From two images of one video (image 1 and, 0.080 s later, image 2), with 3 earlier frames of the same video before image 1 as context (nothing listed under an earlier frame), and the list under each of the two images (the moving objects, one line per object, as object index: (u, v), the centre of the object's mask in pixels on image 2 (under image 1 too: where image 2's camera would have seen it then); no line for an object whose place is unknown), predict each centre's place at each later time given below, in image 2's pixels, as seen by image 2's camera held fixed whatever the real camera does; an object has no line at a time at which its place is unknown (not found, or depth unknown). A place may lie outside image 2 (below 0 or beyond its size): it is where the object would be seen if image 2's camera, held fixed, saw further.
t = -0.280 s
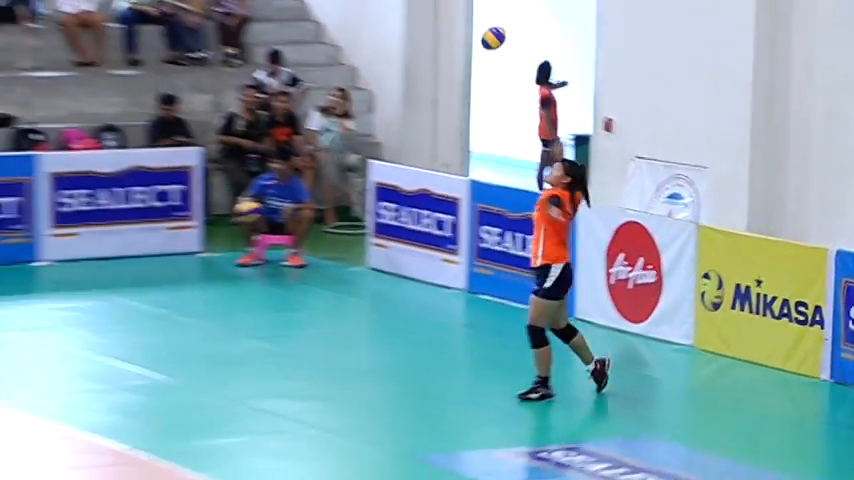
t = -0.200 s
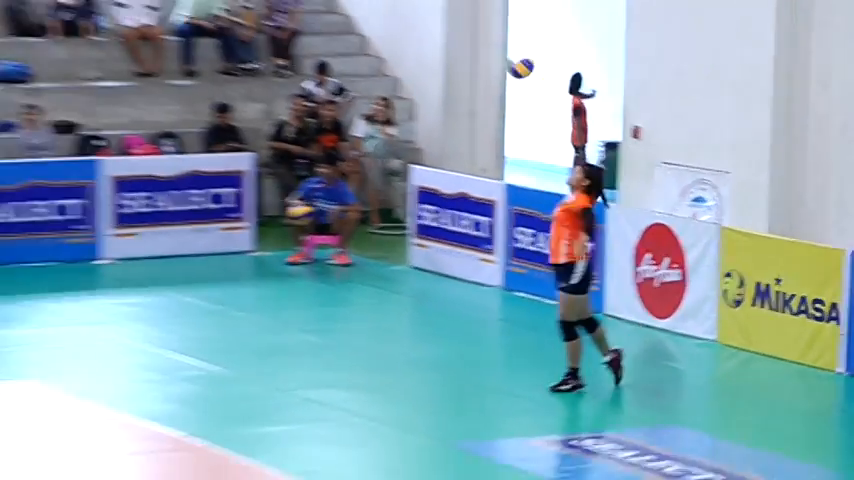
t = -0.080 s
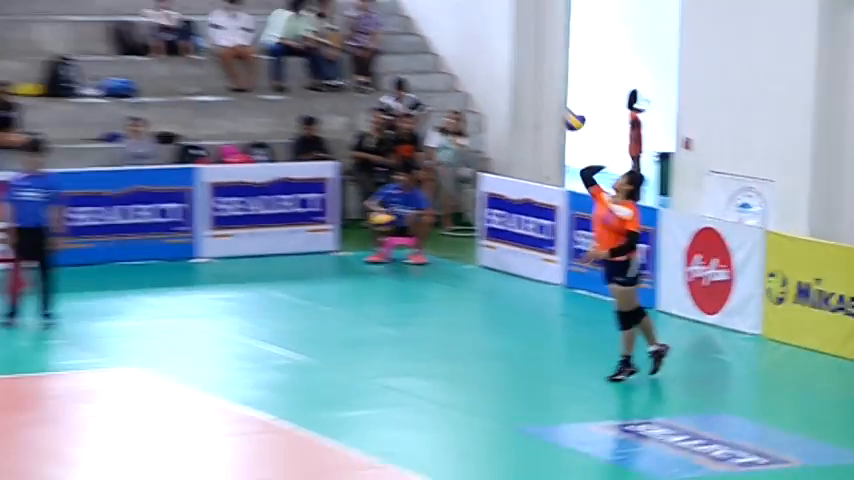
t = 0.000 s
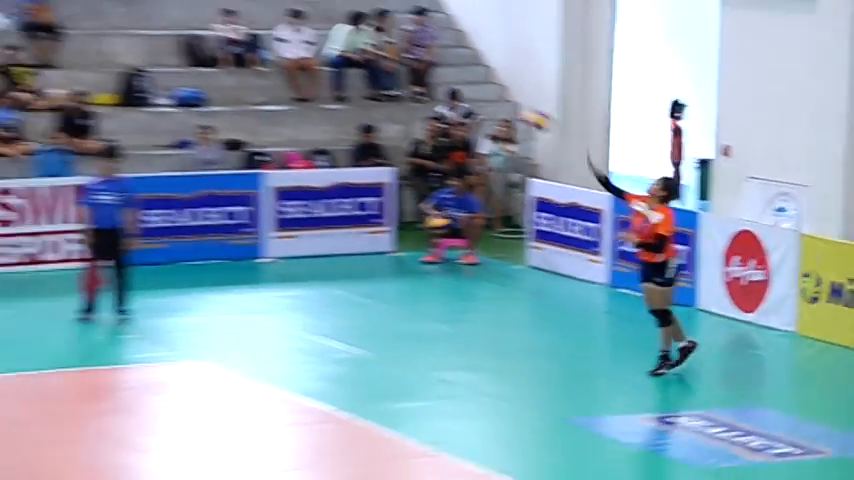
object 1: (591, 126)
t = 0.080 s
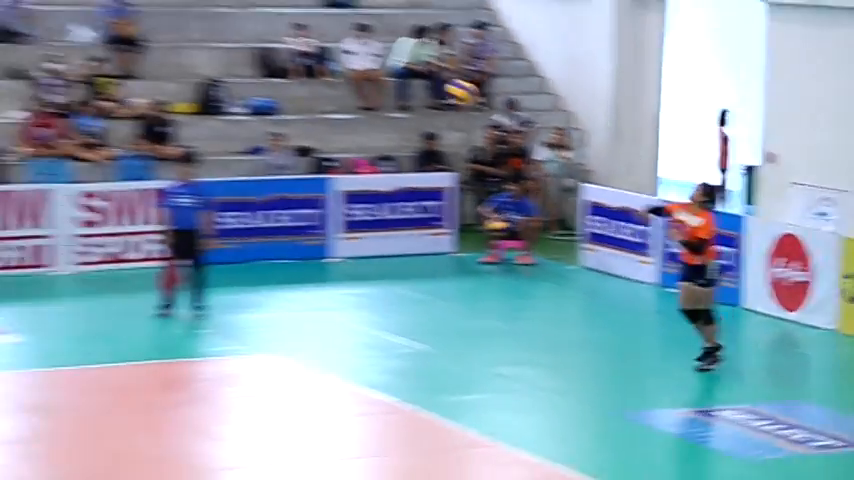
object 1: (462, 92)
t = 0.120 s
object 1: (393, 76)
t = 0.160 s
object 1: (323, 63)
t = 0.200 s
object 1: (254, 50)
